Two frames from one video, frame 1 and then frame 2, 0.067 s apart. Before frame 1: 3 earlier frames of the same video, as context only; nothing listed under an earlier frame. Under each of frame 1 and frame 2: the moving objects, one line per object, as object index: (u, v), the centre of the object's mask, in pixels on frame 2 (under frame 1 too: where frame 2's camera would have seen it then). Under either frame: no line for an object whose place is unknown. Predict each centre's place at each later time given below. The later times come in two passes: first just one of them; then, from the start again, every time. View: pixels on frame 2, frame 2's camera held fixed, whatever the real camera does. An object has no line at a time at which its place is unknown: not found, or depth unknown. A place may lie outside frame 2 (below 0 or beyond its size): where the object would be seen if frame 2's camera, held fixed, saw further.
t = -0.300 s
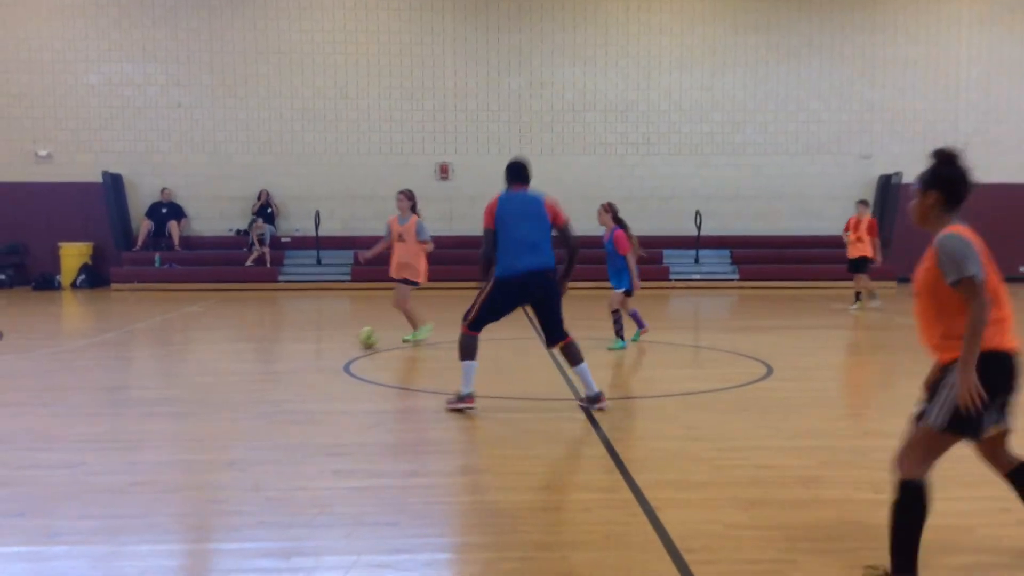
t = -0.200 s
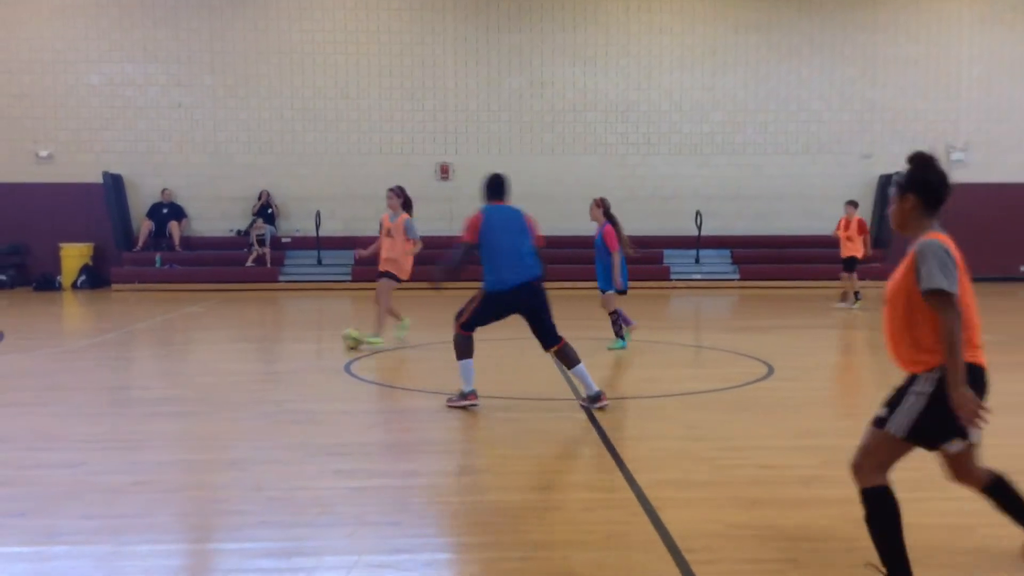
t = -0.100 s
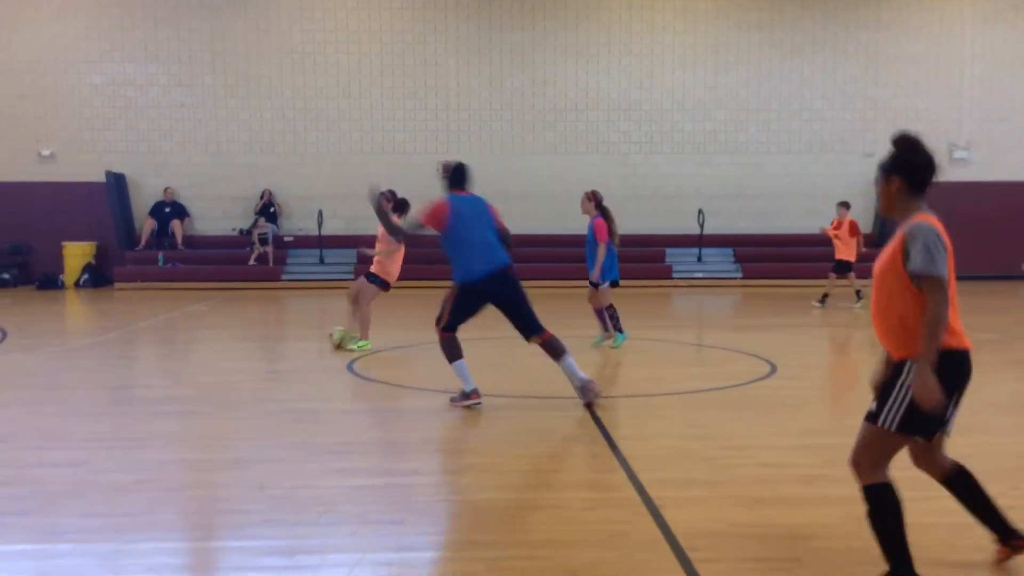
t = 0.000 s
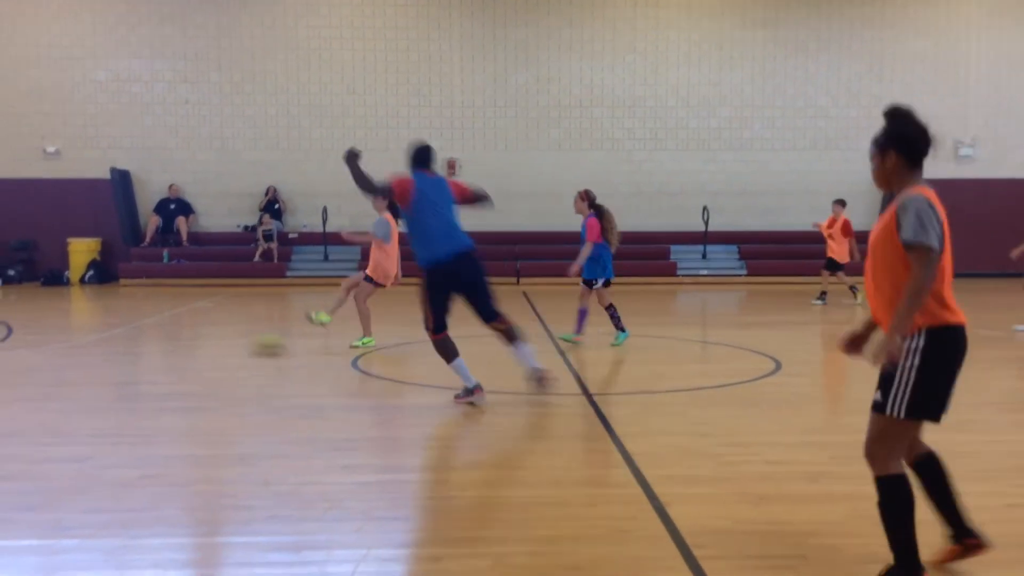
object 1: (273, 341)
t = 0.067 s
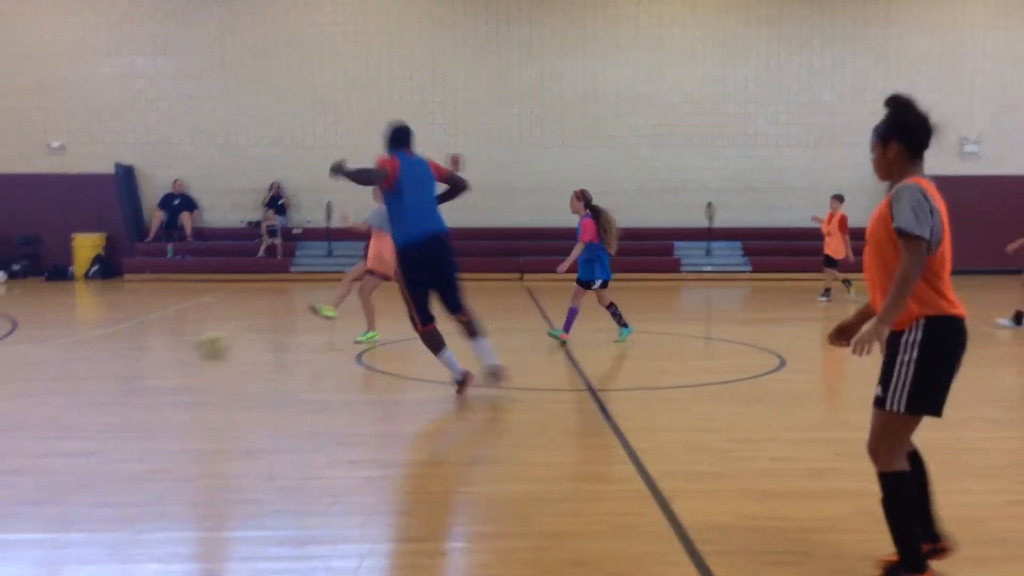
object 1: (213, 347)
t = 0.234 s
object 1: (55, 364)
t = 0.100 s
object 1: (181, 350)
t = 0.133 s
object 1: (152, 354)
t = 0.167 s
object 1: (120, 356)
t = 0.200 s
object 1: (88, 361)
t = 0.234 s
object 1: (55, 364)
